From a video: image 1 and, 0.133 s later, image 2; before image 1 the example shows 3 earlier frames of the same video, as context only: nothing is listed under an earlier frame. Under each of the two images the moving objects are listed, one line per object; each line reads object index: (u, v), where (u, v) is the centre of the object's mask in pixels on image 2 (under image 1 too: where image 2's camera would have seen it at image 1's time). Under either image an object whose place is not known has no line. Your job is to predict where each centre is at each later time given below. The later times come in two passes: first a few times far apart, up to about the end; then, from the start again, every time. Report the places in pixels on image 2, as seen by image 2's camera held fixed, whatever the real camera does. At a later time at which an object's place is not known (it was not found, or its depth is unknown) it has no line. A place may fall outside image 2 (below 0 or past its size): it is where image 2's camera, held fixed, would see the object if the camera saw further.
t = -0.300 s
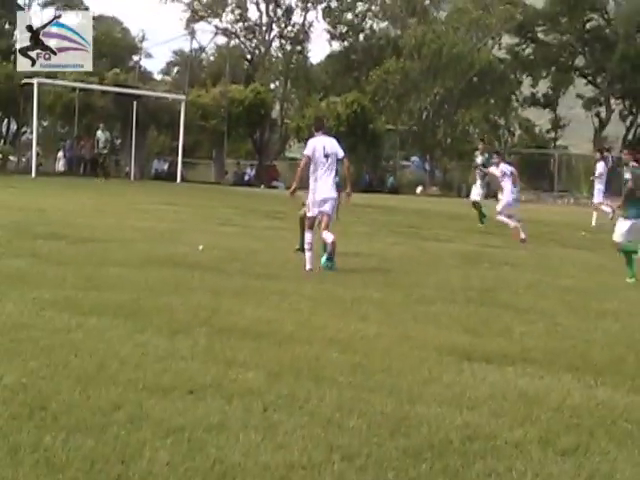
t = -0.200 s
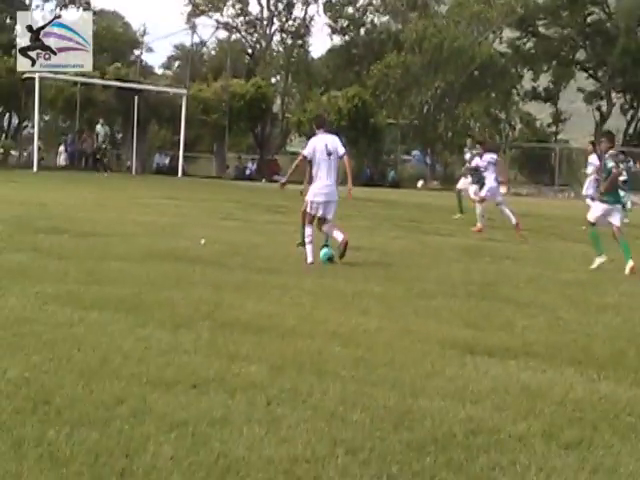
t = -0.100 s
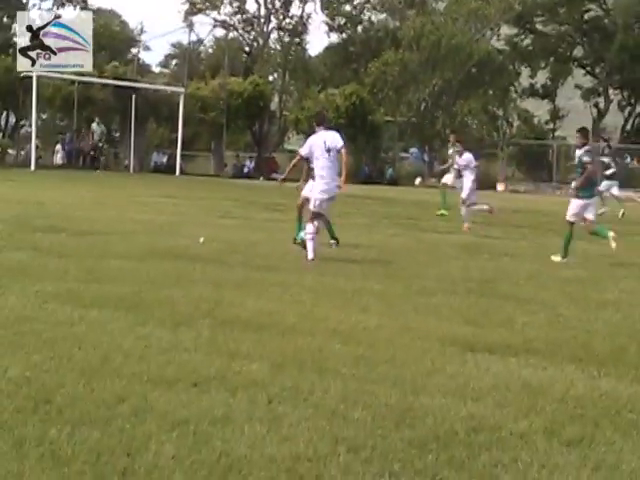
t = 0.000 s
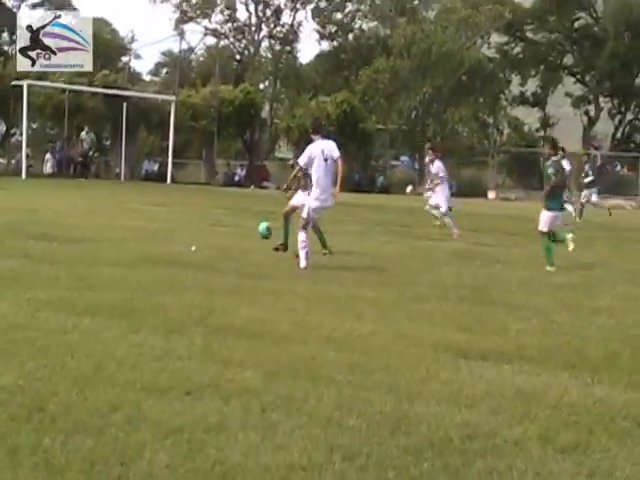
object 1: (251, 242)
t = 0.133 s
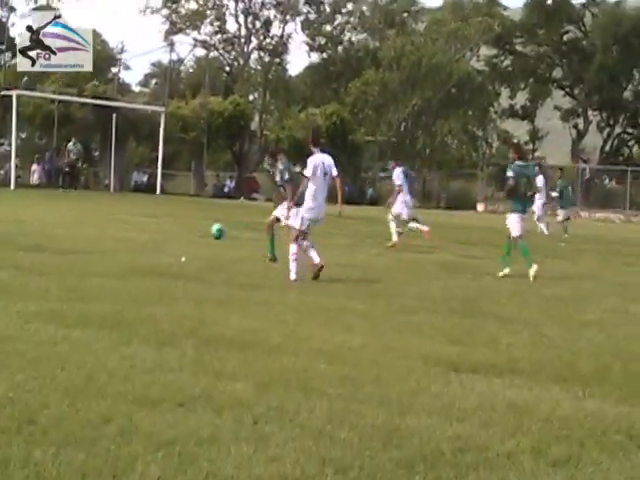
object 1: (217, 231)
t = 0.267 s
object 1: (186, 233)
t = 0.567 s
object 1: (140, 227)
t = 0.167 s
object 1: (210, 229)
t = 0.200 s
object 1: (202, 231)
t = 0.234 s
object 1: (194, 231)
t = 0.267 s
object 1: (186, 233)
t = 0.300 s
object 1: (179, 235)
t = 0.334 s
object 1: (172, 238)
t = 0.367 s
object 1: (164, 243)
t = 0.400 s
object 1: (159, 241)
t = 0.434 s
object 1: (155, 238)
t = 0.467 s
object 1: (151, 233)
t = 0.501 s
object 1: (147, 231)
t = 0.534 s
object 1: (144, 228)
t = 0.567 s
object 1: (140, 227)
